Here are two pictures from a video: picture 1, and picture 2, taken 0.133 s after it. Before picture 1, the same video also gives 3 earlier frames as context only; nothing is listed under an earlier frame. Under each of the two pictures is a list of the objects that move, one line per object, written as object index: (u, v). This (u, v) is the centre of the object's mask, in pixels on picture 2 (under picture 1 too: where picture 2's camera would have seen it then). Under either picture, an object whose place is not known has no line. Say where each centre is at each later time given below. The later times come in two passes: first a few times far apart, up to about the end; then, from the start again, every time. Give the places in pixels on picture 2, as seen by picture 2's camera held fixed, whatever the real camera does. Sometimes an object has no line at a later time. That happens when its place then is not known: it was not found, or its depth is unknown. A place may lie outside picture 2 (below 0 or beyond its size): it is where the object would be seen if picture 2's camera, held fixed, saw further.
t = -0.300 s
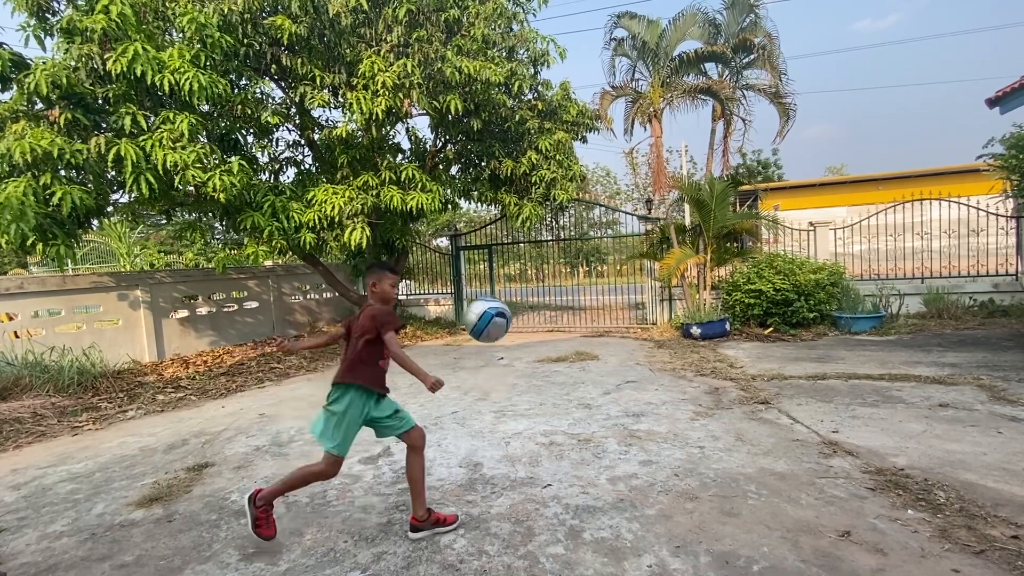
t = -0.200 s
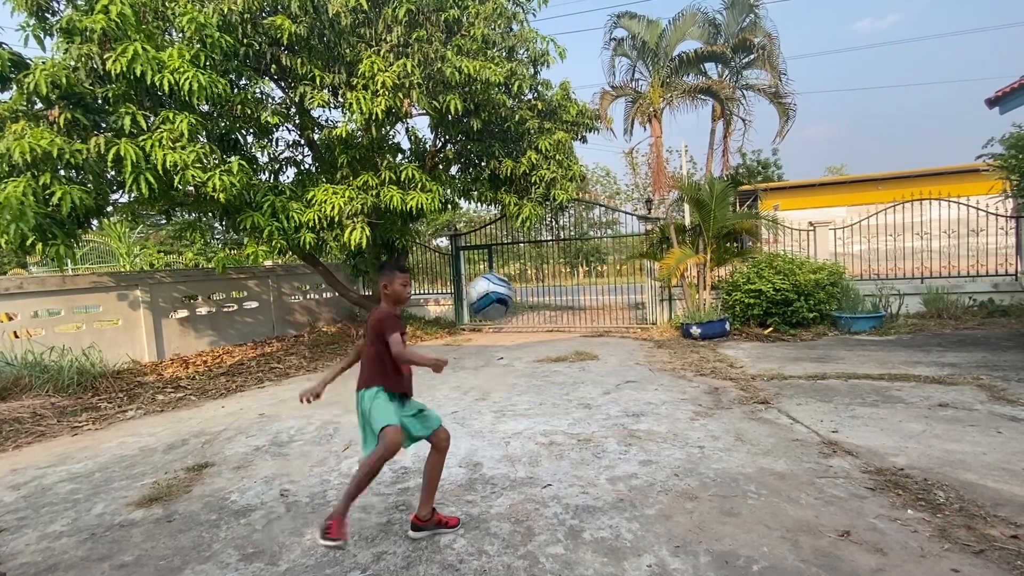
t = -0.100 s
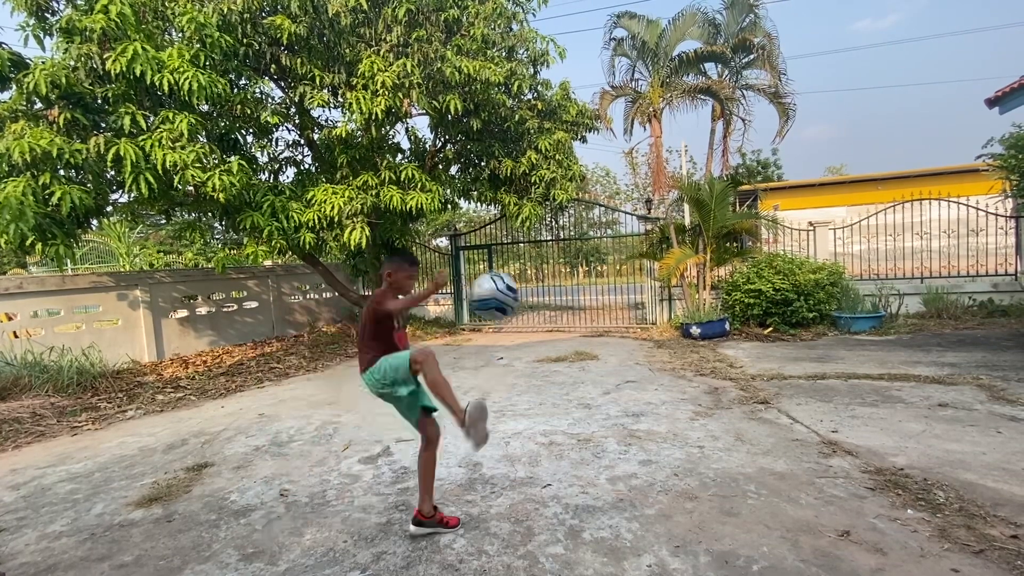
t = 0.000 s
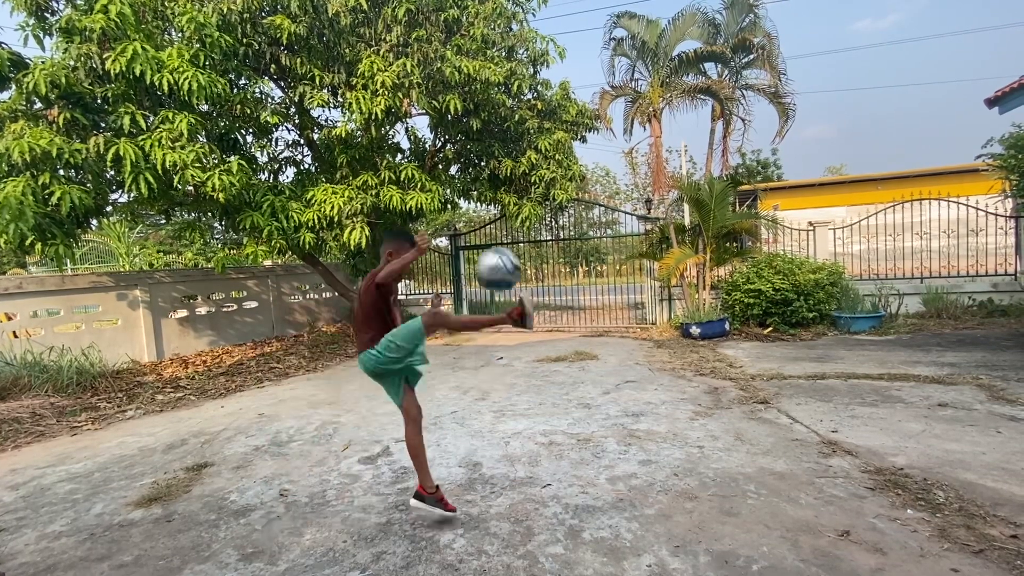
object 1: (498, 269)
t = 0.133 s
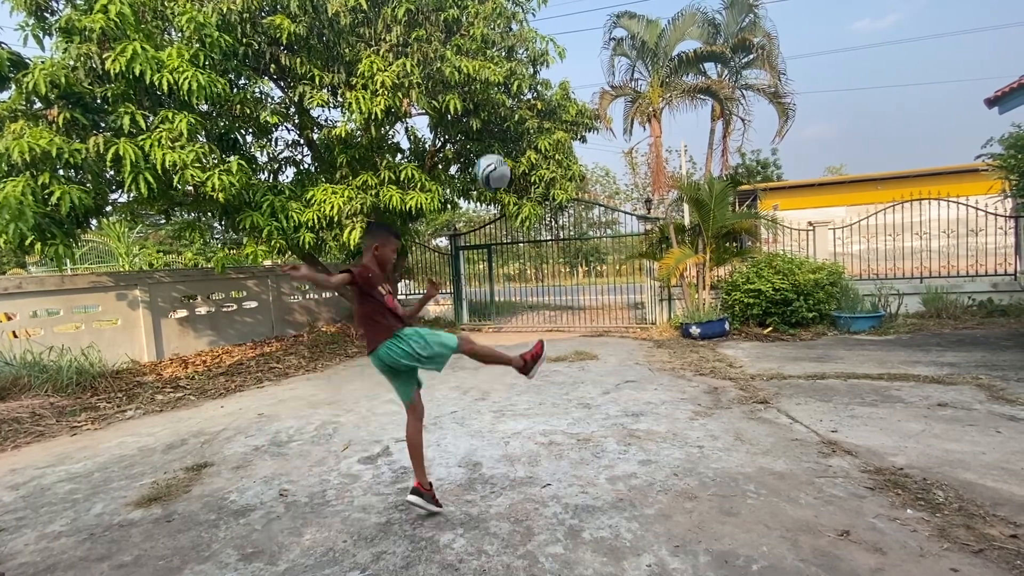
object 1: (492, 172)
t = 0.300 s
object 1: (490, 132)
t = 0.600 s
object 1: (491, 156)
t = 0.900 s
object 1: (495, 237)
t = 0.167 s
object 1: (491, 159)
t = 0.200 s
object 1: (490, 149)
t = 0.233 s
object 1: (490, 141)
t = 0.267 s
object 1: (490, 136)
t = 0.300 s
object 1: (490, 132)
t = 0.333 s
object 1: (490, 130)
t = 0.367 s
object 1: (490, 129)
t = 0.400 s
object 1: (490, 130)
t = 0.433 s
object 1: (490, 133)
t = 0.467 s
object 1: (490, 136)
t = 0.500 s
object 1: (490, 140)
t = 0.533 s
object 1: (490, 144)
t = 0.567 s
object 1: (490, 150)
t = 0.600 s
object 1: (491, 156)
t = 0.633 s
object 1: (491, 164)
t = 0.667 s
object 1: (491, 171)
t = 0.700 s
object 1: (491, 179)
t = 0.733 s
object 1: (492, 188)
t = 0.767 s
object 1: (492, 198)
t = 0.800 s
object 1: (494, 207)
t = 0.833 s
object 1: (494, 216)
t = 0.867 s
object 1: (496, 226)
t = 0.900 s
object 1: (495, 237)
